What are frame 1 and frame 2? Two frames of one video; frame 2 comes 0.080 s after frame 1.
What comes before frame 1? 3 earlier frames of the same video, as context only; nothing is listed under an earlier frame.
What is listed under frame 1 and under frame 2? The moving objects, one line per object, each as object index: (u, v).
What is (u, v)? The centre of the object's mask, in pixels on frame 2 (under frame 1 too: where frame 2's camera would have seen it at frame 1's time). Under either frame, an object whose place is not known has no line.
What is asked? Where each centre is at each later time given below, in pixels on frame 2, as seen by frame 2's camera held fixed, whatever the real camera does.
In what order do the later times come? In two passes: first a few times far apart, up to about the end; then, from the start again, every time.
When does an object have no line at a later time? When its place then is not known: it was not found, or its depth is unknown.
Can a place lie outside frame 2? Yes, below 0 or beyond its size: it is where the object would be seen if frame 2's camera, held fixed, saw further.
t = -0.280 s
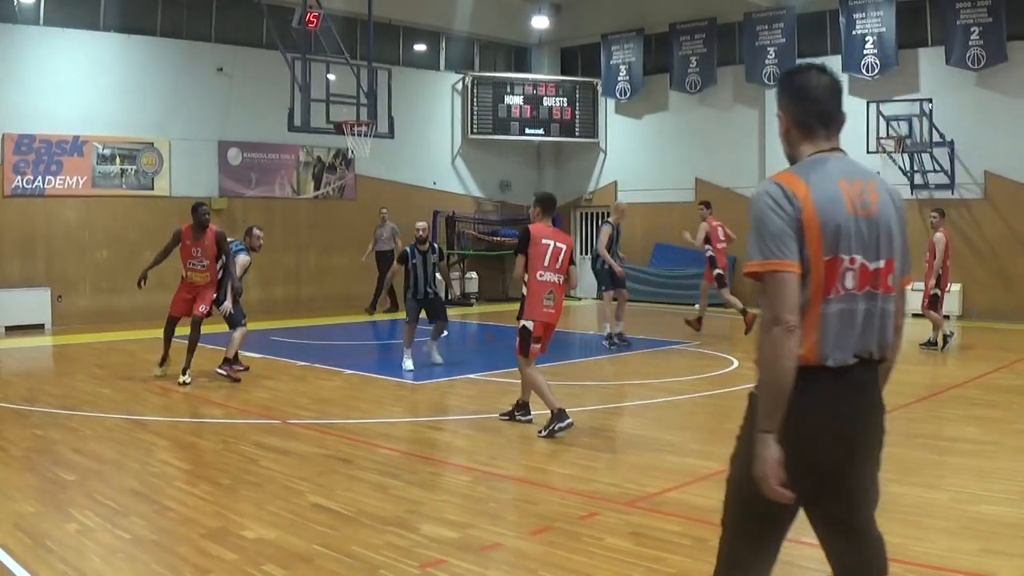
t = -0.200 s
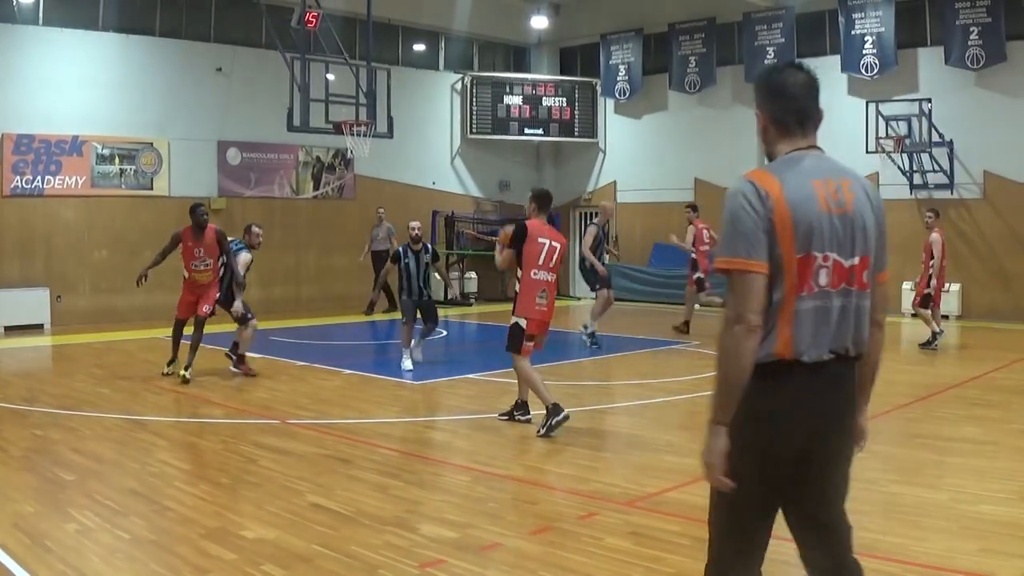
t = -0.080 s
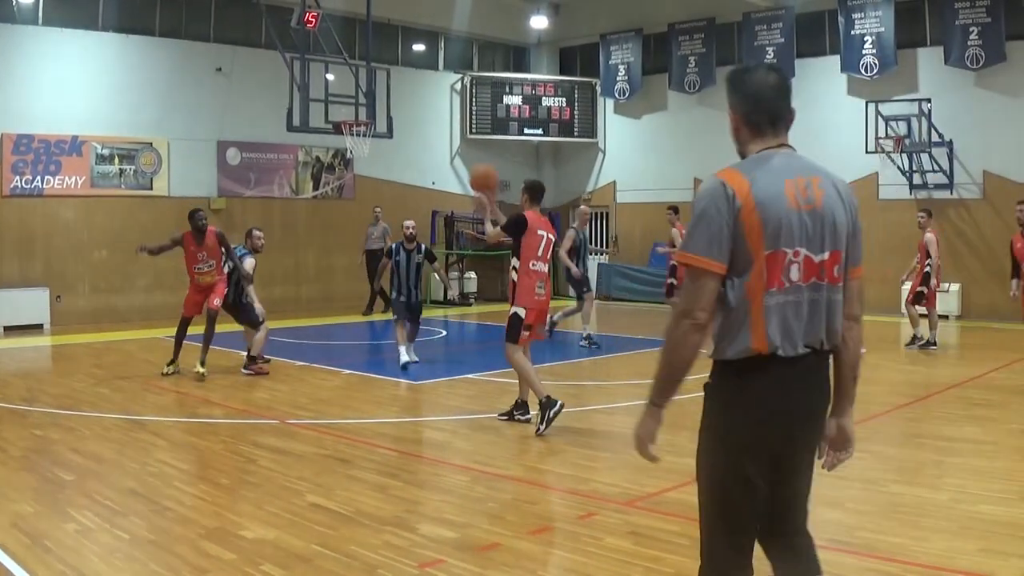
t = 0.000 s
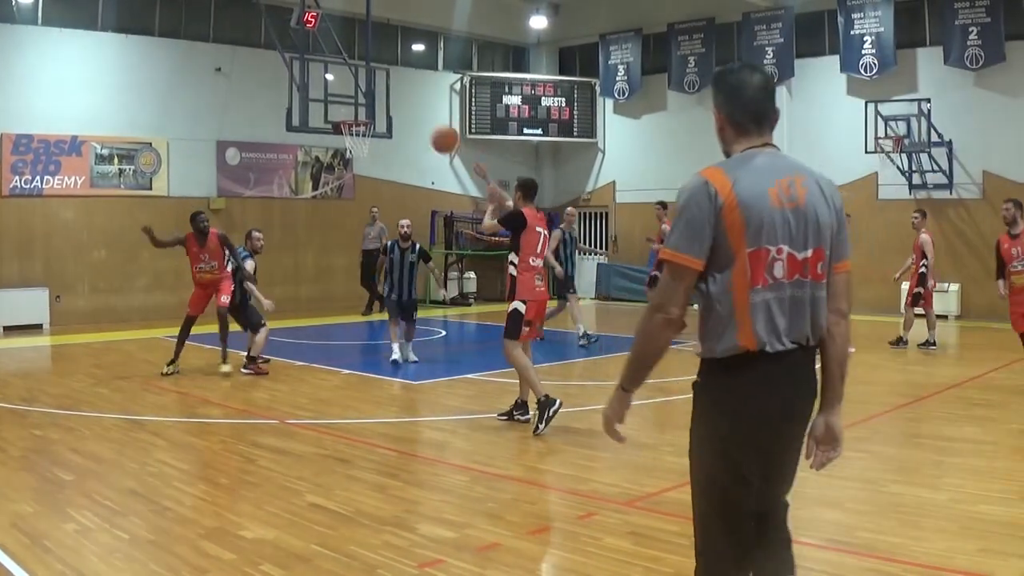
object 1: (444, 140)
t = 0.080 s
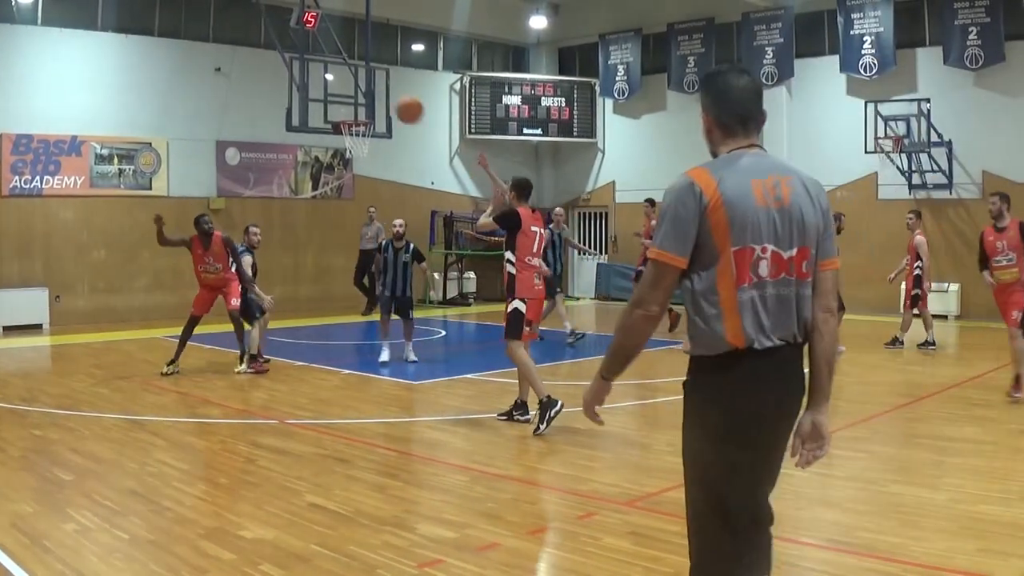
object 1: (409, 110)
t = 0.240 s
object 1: (345, 76)
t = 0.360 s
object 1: (301, 71)
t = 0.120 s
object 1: (393, 99)
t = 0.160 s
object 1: (375, 89)
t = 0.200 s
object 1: (360, 82)
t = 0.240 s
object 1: (345, 76)
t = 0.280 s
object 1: (330, 73)
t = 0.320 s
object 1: (315, 71)
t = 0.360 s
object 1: (301, 71)
